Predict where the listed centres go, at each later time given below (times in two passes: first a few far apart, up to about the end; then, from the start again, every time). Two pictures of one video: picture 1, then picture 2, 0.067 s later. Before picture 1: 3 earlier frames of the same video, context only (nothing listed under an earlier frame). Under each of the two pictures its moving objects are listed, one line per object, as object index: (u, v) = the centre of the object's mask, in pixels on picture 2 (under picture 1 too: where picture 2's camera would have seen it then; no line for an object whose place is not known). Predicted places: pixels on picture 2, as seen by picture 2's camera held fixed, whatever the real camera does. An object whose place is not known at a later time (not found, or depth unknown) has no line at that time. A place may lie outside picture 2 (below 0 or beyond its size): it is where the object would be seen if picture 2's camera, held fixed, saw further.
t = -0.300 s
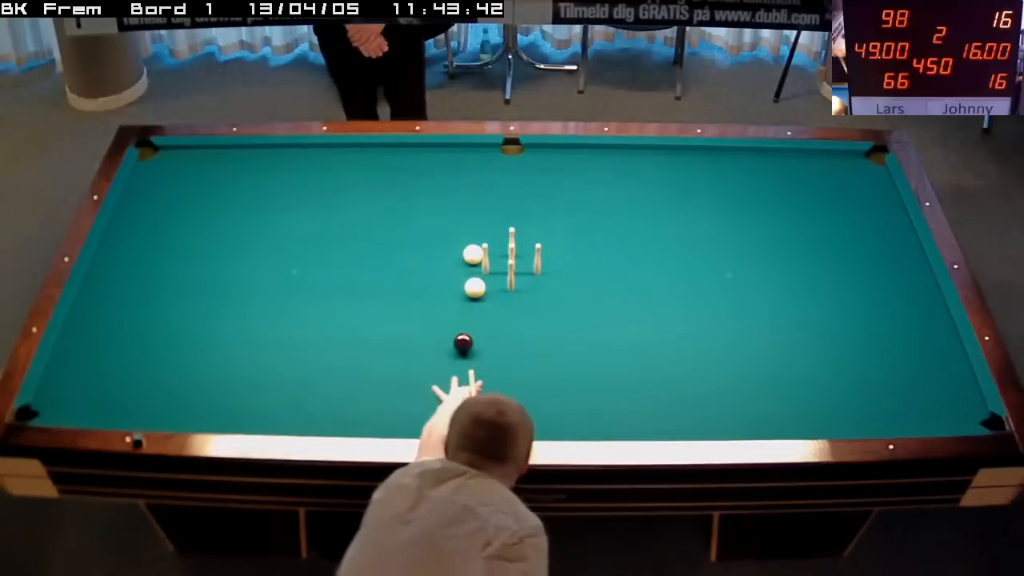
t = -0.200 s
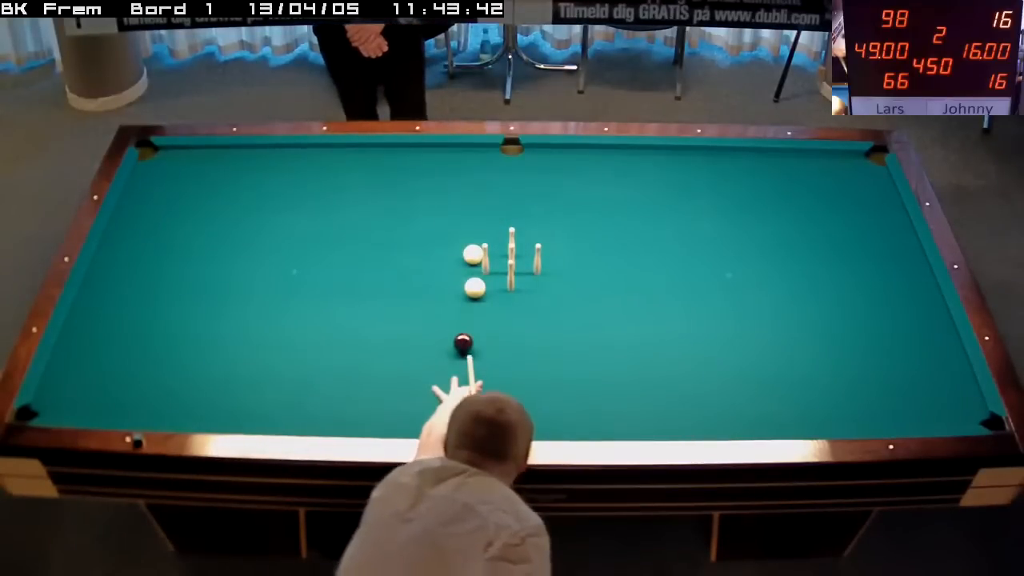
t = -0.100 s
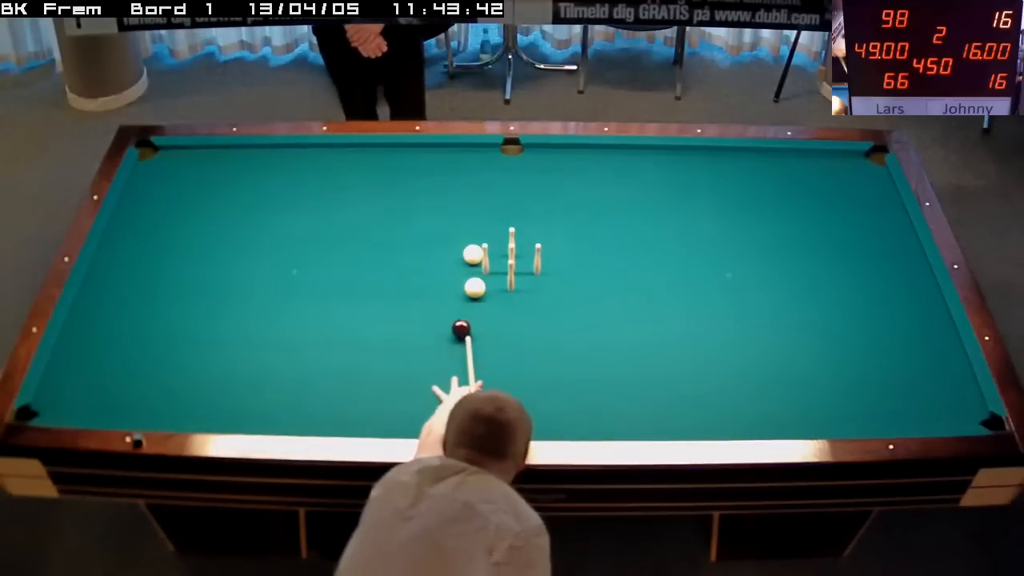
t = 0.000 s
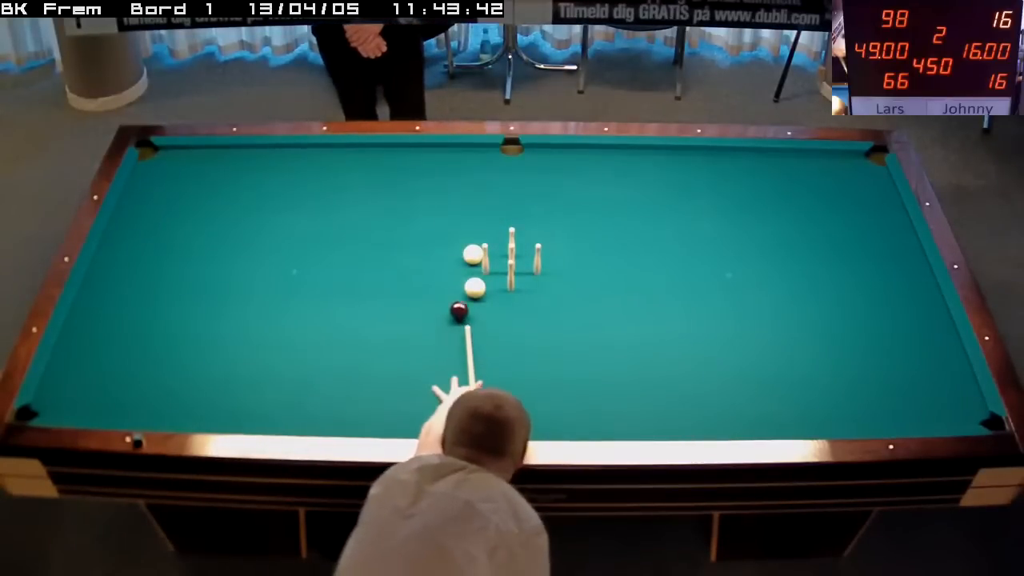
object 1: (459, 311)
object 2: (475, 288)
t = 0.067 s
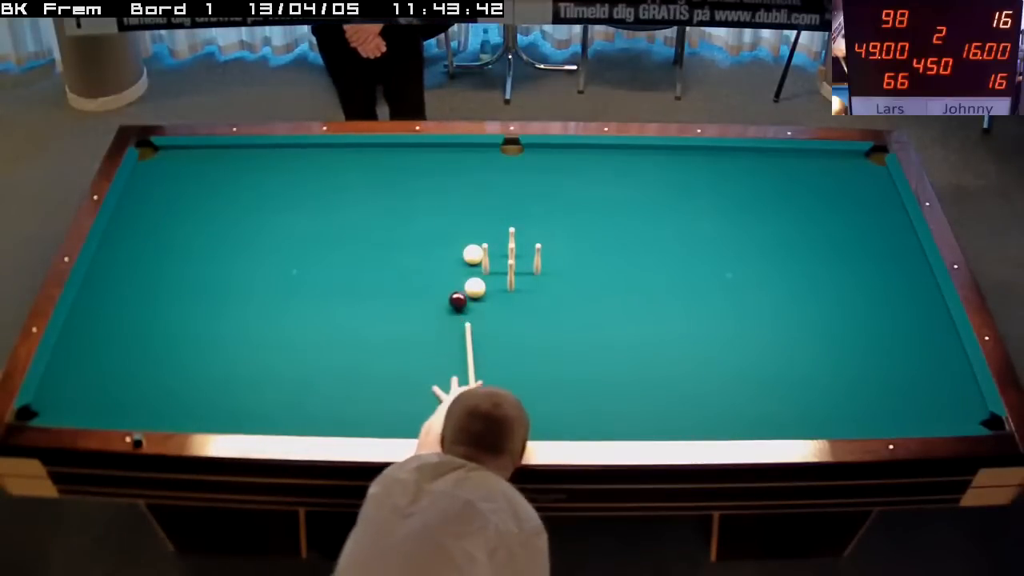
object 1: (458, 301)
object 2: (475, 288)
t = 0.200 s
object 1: (451, 285)
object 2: (480, 286)
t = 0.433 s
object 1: (437, 260)
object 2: (490, 281)
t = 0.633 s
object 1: (426, 240)
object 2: (499, 277)
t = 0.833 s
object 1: (415, 222)
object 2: (506, 273)
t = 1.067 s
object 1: (404, 201)
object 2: (519, 270)
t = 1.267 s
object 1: (395, 184)
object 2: (523, 268)
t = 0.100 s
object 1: (457, 297)
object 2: (475, 288)
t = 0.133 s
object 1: (456, 293)
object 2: (476, 287)
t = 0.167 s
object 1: (453, 289)
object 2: (478, 286)
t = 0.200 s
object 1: (451, 285)
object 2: (480, 286)
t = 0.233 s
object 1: (449, 282)
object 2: (481, 285)
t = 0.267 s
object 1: (447, 278)
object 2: (483, 284)
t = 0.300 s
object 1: (445, 274)
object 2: (484, 284)
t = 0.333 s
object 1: (443, 271)
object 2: (486, 283)
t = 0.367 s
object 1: (441, 267)
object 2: (487, 282)
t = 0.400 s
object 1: (439, 264)
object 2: (489, 282)
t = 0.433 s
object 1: (437, 260)
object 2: (490, 281)
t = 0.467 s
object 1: (435, 257)
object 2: (492, 280)
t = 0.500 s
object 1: (433, 254)
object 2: (493, 280)
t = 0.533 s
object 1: (431, 250)
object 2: (495, 279)
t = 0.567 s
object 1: (430, 247)
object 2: (496, 279)
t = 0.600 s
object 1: (428, 243)
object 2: (498, 278)
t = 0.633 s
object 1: (426, 240)
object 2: (499, 277)
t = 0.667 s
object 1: (424, 237)
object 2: (500, 276)
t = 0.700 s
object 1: (422, 234)
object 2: (500, 276)
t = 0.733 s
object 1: (420, 231)
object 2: (501, 275)
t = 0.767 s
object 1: (419, 228)
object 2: (502, 274)
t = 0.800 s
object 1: (417, 224)
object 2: (503, 274)
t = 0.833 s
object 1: (415, 222)
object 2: (506, 273)
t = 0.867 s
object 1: (414, 218)
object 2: (508, 273)
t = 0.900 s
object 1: (412, 215)
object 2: (509, 272)
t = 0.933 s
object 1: (410, 212)
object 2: (512, 270)
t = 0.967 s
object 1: (409, 210)
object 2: (513, 271)
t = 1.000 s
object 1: (407, 207)
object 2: (514, 271)
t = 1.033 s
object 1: (405, 204)
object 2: (516, 271)
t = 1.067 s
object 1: (404, 201)
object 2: (519, 270)
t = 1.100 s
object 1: (403, 198)
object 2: (520, 270)
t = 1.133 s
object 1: (401, 195)
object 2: (520, 270)
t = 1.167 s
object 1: (400, 192)
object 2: (521, 269)
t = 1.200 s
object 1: (398, 190)
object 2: (521, 269)
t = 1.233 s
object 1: (396, 187)
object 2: (522, 268)
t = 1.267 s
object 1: (395, 184)
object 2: (523, 268)
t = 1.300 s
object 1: (392, 182)
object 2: (523, 268)
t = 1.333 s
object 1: (391, 178)
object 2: (524, 267)
